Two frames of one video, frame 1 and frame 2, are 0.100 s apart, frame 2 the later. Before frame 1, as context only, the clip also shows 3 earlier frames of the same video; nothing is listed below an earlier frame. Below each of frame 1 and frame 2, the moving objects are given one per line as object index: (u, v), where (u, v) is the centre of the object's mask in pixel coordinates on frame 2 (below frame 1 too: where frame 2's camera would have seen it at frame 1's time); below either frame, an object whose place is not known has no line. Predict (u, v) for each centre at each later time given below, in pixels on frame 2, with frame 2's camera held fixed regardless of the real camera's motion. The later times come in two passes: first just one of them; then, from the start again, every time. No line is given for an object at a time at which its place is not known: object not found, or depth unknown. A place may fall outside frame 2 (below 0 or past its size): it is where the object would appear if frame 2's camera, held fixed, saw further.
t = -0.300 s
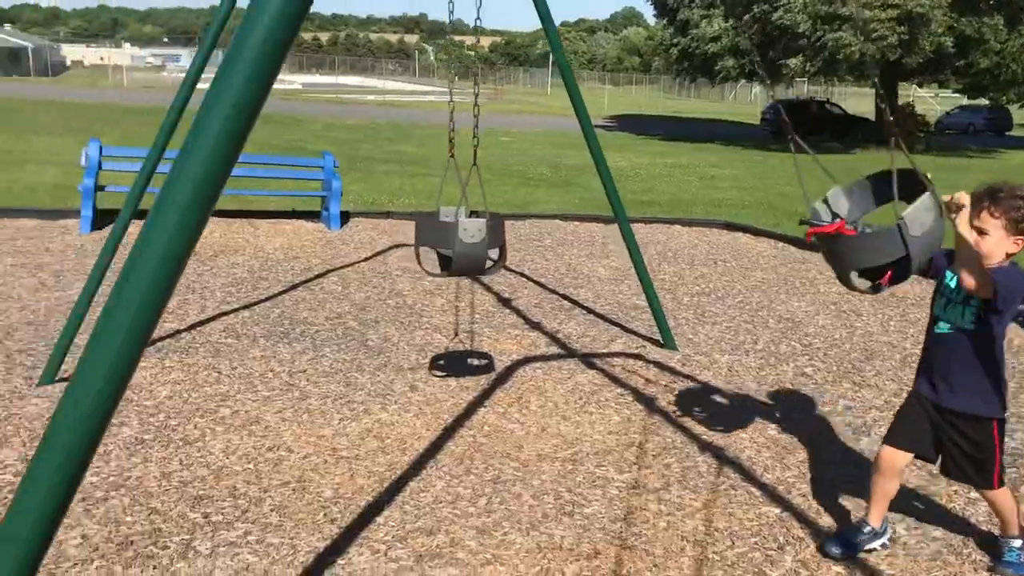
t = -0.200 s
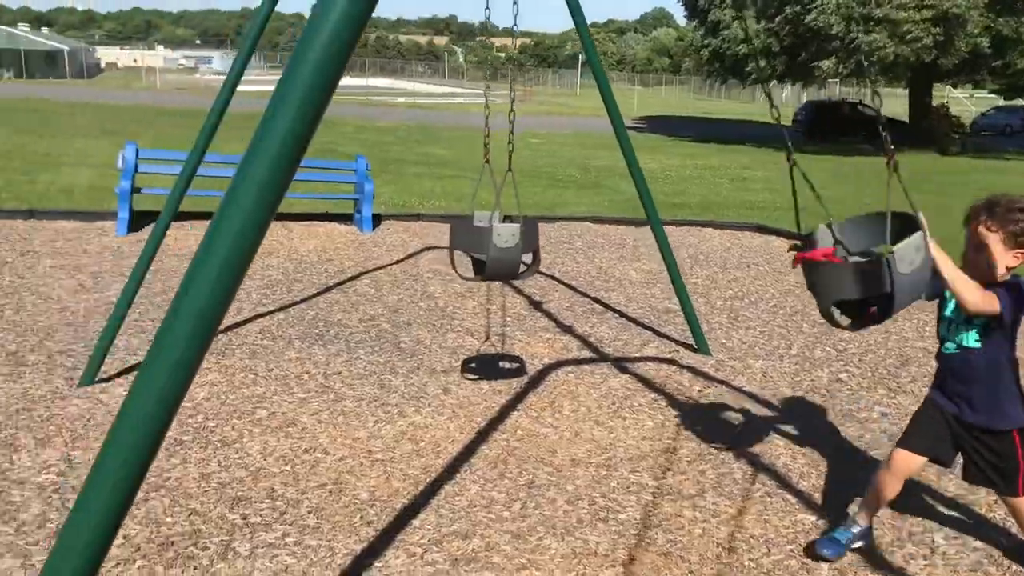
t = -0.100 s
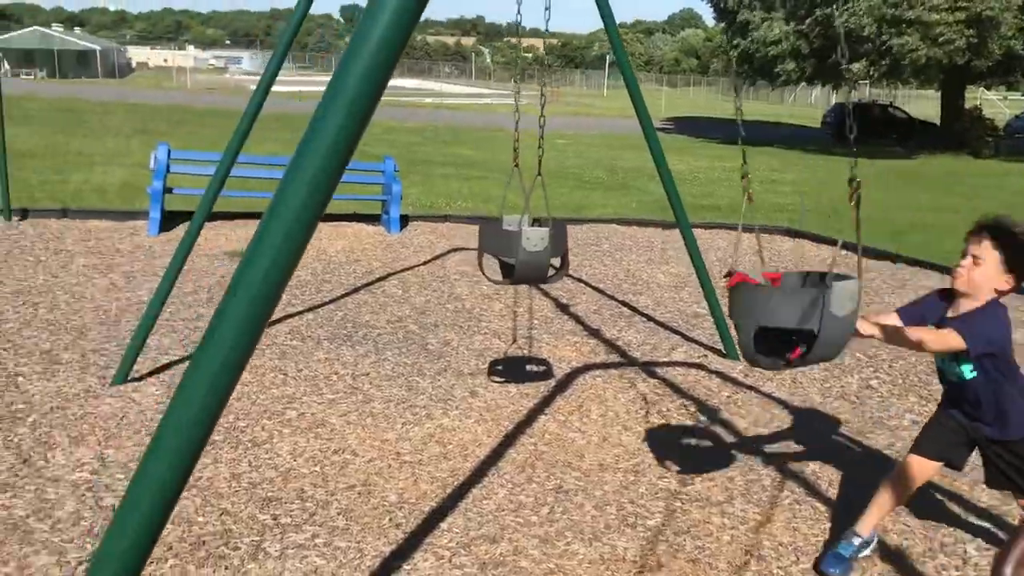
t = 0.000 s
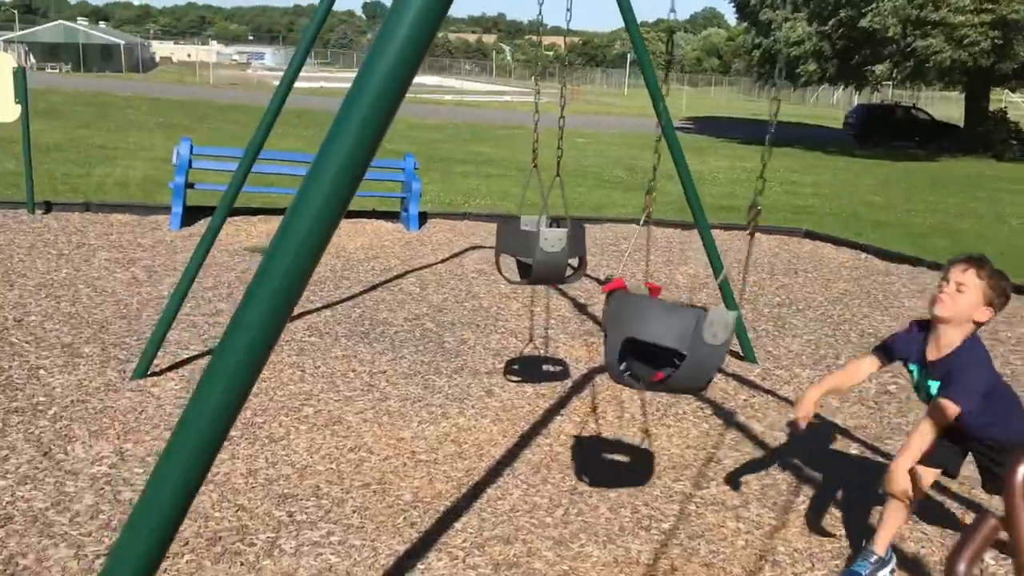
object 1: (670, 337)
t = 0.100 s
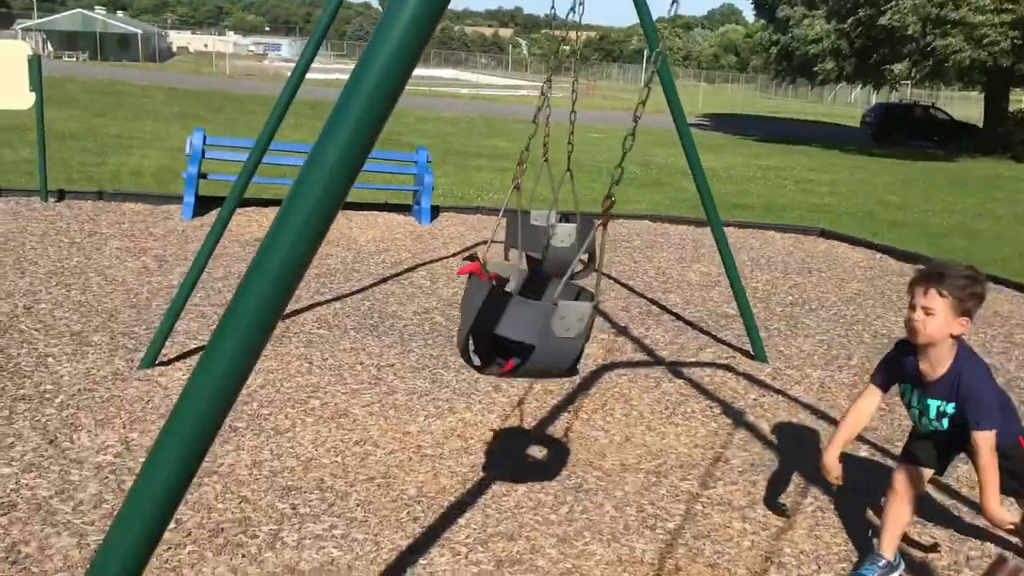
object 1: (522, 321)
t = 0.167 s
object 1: (430, 287)
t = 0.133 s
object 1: (476, 305)
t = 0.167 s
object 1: (430, 287)
